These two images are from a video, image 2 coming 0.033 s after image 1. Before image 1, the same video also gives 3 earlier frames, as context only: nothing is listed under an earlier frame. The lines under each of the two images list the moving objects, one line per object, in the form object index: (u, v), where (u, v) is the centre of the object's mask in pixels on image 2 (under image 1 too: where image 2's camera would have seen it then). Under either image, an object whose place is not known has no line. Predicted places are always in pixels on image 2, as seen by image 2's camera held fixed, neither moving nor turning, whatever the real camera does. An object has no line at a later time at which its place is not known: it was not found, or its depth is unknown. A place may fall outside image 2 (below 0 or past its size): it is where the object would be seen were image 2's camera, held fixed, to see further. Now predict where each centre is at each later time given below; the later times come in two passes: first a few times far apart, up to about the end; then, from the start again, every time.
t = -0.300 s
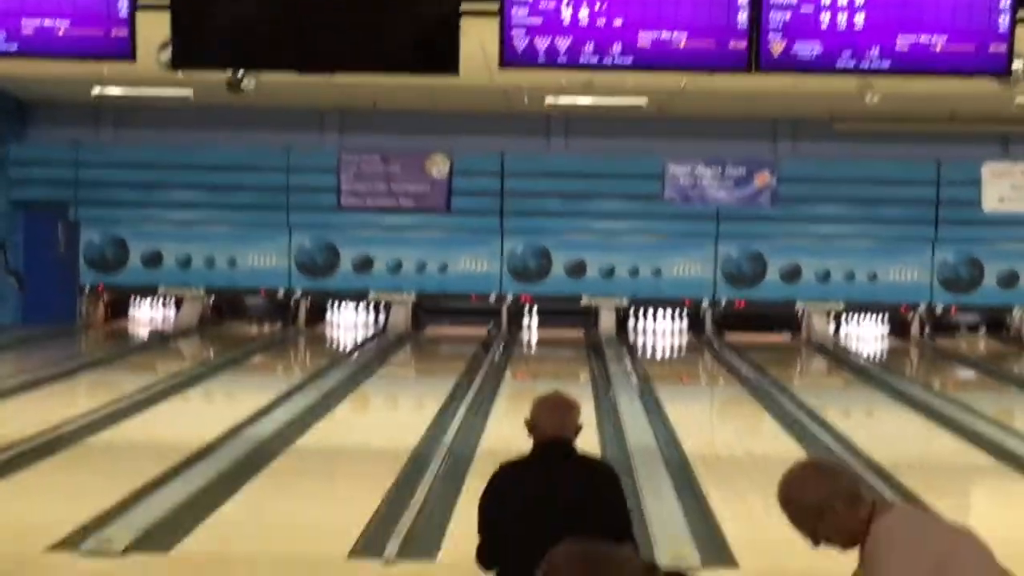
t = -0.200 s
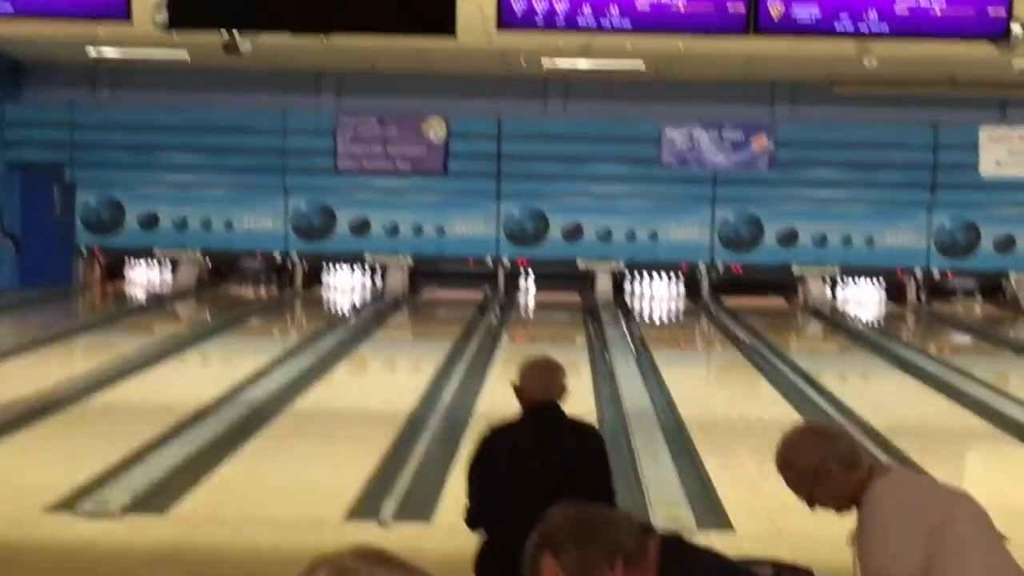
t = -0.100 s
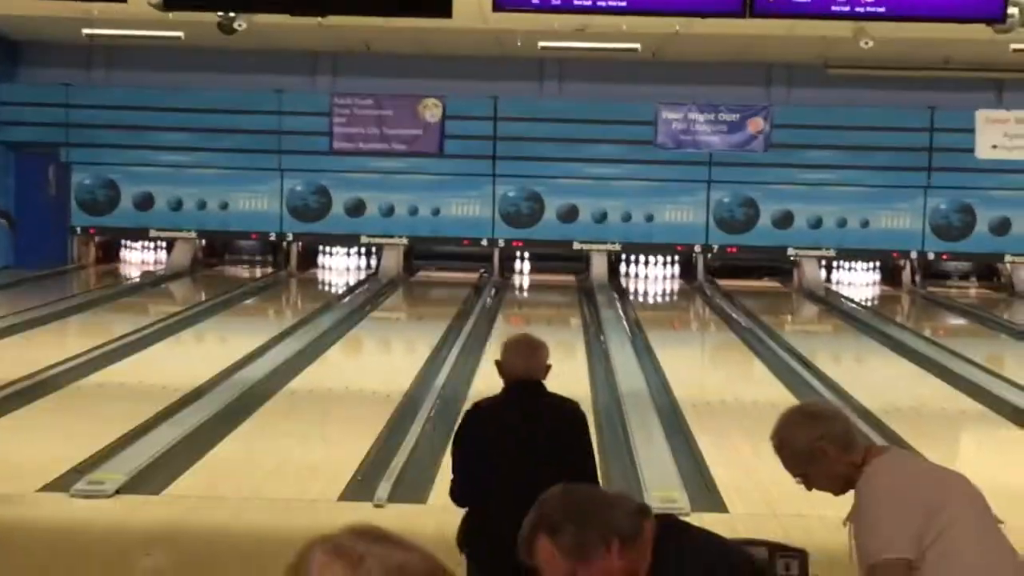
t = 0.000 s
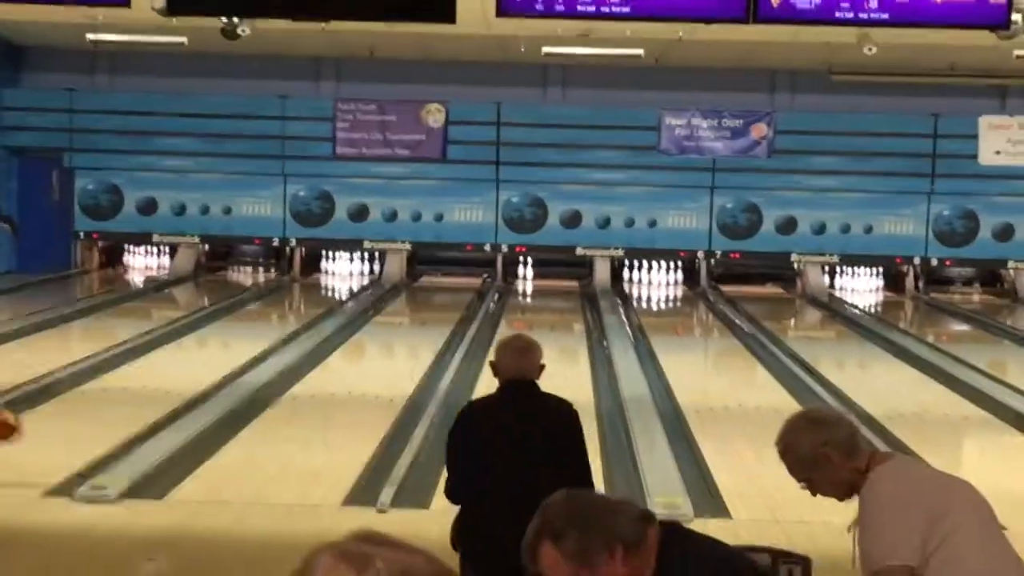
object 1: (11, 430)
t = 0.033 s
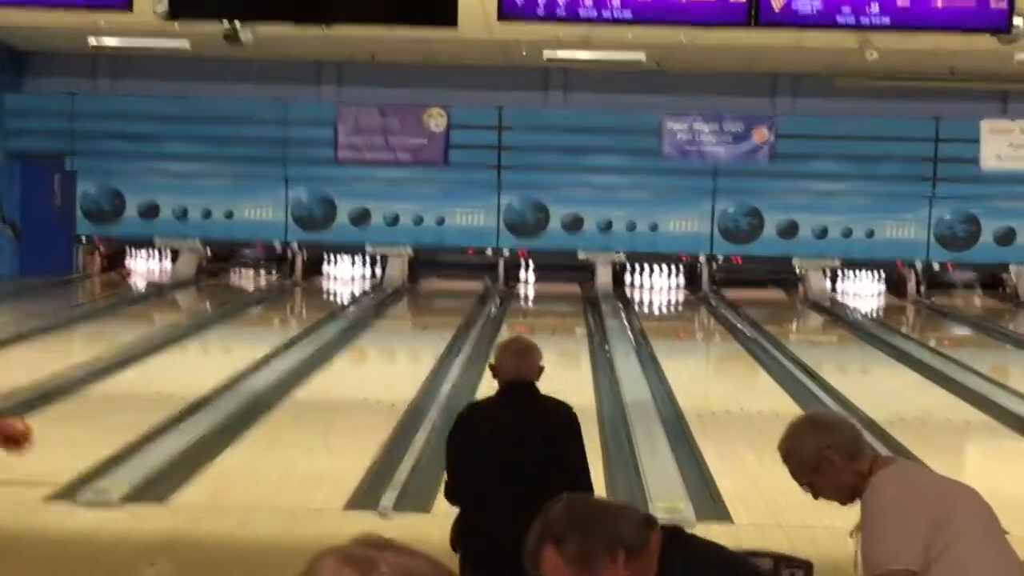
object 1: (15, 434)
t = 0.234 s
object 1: (65, 438)
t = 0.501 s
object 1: (120, 408)
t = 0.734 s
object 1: (159, 387)
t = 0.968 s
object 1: (189, 369)
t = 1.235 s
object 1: (218, 352)
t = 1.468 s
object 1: (239, 339)
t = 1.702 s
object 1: (257, 329)
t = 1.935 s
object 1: (273, 318)
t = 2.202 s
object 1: (289, 311)
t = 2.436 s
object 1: (301, 302)
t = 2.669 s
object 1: (312, 296)
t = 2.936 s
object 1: (321, 289)
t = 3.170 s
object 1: (327, 284)
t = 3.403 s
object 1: (330, 280)
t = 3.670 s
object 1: (334, 276)
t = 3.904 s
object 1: (335, 272)
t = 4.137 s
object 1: (337, 271)
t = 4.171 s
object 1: (337, 271)
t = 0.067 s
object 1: (23, 443)
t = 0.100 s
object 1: (32, 452)
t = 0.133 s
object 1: (41, 450)
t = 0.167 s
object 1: (49, 445)
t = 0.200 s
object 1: (57, 441)
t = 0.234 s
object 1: (65, 438)
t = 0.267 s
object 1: (72, 434)
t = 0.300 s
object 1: (80, 430)
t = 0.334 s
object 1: (87, 426)
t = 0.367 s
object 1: (94, 422)
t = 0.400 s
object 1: (100, 419)
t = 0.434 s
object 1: (107, 415)
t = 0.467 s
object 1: (114, 412)
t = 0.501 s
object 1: (120, 408)
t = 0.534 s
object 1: (126, 404)
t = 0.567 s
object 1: (132, 402)
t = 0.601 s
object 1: (138, 398)
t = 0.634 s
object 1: (144, 395)
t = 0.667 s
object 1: (149, 392)
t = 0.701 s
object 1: (154, 389)
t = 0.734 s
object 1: (159, 387)
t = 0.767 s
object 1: (164, 384)
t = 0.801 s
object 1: (168, 381)
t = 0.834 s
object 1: (172, 378)
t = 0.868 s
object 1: (177, 376)
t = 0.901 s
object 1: (181, 373)
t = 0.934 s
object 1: (185, 371)
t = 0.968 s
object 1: (189, 369)
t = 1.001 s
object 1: (193, 367)
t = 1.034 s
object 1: (197, 364)
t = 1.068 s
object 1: (201, 362)
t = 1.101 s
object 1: (205, 360)
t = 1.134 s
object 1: (208, 358)
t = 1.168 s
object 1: (212, 356)
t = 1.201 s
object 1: (215, 354)
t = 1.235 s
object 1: (218, 352)
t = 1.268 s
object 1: (222, 350)
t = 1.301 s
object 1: (225, 348)
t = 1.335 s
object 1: (228, 346)
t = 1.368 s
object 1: (231, 345)
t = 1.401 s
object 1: (234, 342)
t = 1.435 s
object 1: (237, 340)
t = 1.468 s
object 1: (239, 339)
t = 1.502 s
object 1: (242, 338)
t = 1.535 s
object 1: (246, 335)
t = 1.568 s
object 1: (248, 334)
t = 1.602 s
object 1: (250, 333)
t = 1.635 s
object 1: (253, 331)
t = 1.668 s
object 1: (256, 330)
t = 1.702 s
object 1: (257, 329)
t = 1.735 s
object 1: (260, 327)
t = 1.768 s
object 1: (263, 325)
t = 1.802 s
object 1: (264, 325)
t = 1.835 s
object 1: (266, 323)
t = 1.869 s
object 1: (270, 321)
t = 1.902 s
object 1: (272, 320)
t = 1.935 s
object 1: (273, 318)
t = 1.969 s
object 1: (275, 318)
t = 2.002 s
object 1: (278, 316)
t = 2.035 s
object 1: (279, 315)
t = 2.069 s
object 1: (280, 316)
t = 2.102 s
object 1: (283, 314)
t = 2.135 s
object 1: (284, 313)
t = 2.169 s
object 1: (287, 312)
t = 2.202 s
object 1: (289, 311)
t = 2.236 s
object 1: (292, 308)
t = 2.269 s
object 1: (293, 307)
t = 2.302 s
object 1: (295, 306)
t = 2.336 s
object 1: (297, 305)
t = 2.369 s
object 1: (299, 304)
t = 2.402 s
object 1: (300, 303)
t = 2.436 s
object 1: (301, 302)
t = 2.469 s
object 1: (303, 301)
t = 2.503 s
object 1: (304, 300)
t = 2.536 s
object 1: (306, 299)
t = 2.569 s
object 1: (309, 299)
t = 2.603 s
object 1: (311, 298)
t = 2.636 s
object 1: (312, 297)
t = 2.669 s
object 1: (312, 296)
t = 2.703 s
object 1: (312, 296)
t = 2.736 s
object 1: (314, 296)
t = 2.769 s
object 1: (316, 294)
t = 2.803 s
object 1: (317, 291)
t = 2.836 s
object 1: (318, 290)
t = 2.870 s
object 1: (319, 290)
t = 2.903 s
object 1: (321, 289)
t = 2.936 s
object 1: (321, 289)
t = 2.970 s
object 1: (323, 287)
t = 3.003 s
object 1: (323, 287)
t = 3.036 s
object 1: (324, 286)
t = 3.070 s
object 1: (324, 285)
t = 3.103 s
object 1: (324, 285)
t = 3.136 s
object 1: (326, 284)
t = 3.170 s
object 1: (327, 284)
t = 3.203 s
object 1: (327, 283)
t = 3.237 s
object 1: (328, 283)
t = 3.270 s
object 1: (329, 282)
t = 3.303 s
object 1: (329, 282)
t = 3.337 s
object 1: (329, 281)
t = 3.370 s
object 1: (330, 280)
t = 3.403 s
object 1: (330, 280)
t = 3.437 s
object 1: (330, 279)
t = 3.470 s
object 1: (331, 279)
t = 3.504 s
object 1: (331, 278)
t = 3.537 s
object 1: (332, 277)
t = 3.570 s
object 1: (333, 277)
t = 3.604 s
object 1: (333, 276)
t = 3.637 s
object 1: (333, 276)
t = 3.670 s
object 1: (334, 276)
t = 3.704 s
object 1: (334, 275)
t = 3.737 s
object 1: (335, 274)
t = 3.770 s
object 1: (335, 274)
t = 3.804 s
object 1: (336, 274)
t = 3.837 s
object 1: (335, 273)
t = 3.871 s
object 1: (335, 273)
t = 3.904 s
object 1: (335, 272)
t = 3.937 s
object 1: (335, 272)
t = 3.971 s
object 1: (336, 272)
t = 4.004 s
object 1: (336, 272)
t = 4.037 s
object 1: (335, 271)
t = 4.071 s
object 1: (336, 271)
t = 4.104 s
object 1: (337, 271)
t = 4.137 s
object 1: (337, 271)
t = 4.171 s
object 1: (337, 271)
